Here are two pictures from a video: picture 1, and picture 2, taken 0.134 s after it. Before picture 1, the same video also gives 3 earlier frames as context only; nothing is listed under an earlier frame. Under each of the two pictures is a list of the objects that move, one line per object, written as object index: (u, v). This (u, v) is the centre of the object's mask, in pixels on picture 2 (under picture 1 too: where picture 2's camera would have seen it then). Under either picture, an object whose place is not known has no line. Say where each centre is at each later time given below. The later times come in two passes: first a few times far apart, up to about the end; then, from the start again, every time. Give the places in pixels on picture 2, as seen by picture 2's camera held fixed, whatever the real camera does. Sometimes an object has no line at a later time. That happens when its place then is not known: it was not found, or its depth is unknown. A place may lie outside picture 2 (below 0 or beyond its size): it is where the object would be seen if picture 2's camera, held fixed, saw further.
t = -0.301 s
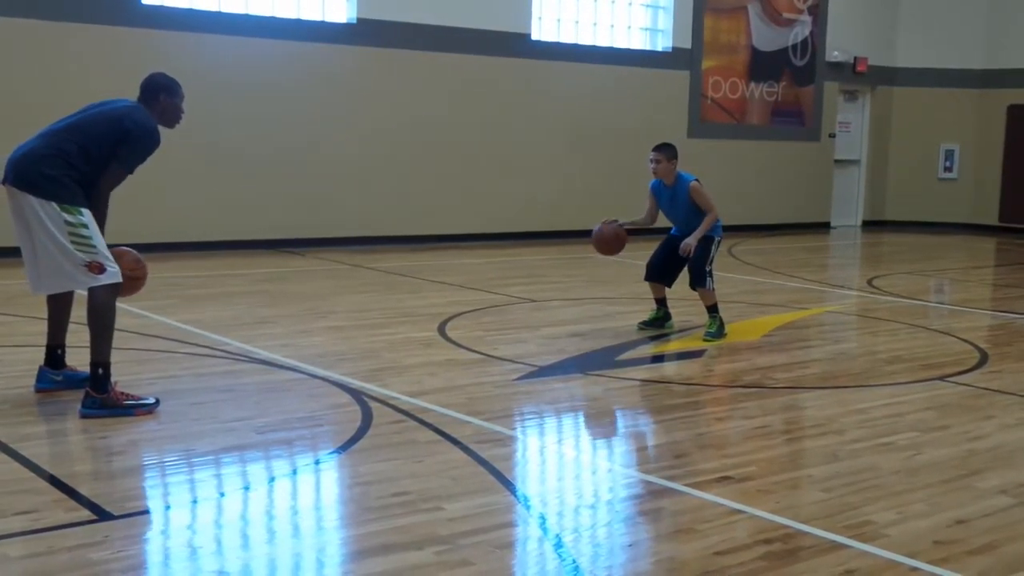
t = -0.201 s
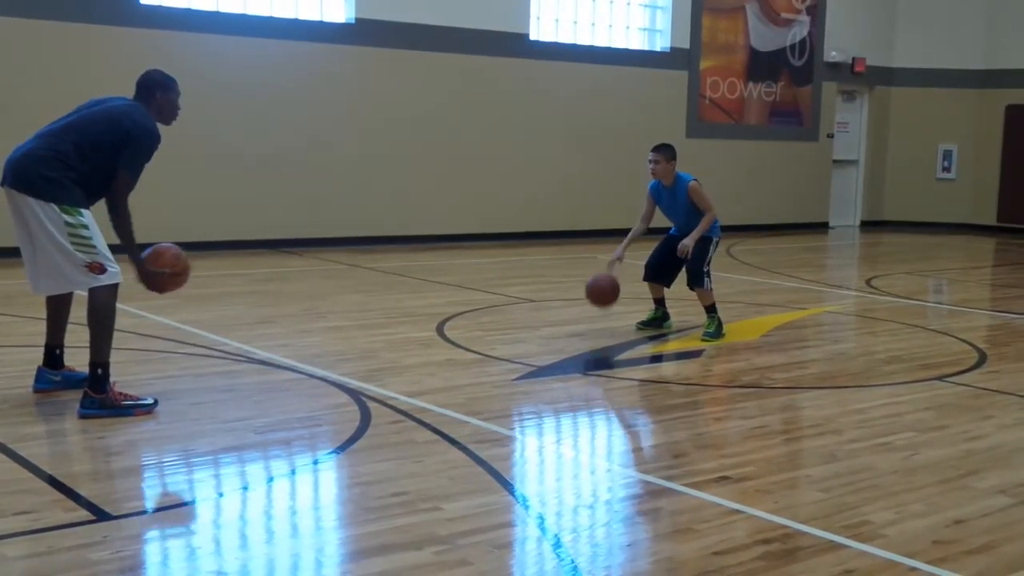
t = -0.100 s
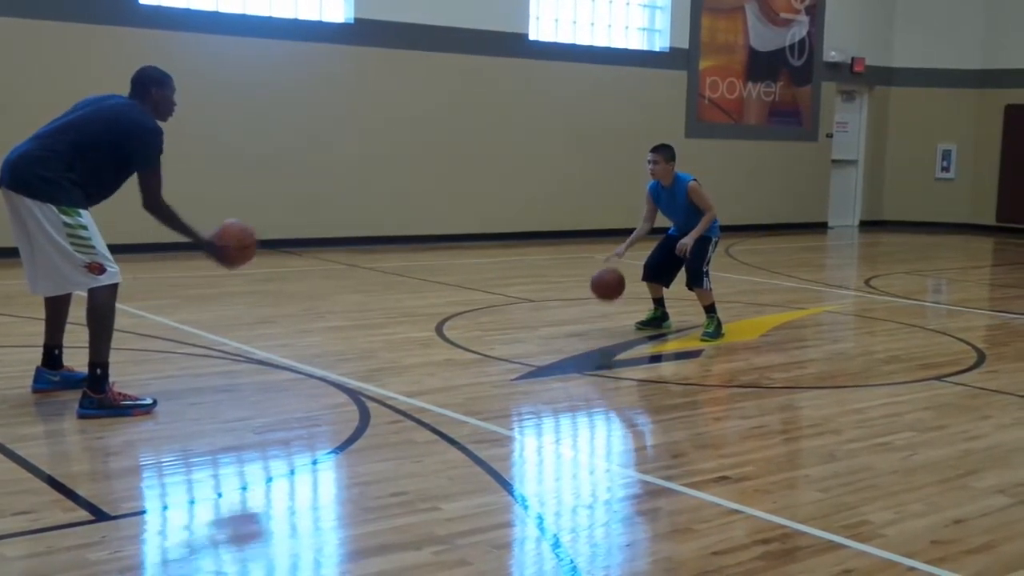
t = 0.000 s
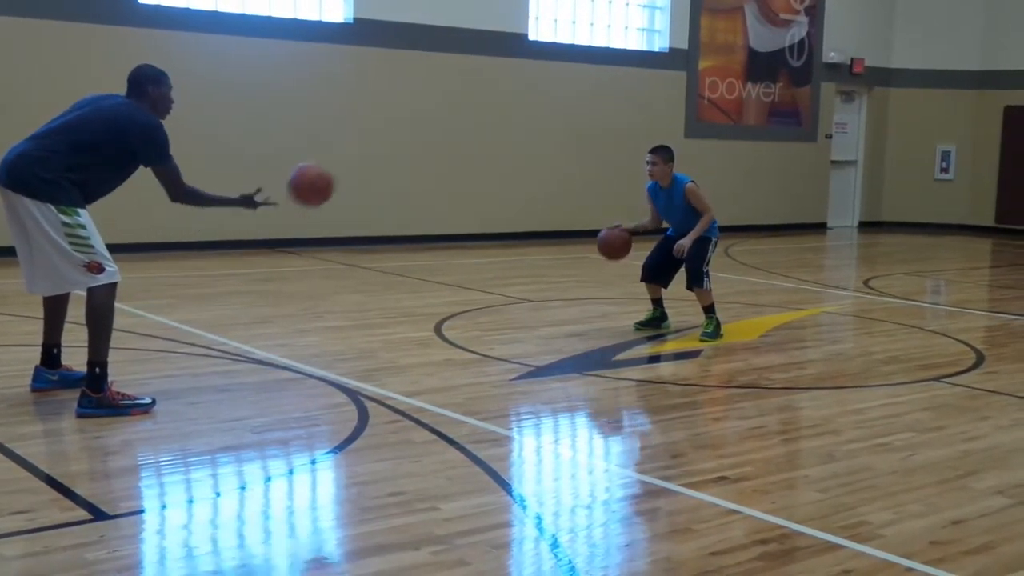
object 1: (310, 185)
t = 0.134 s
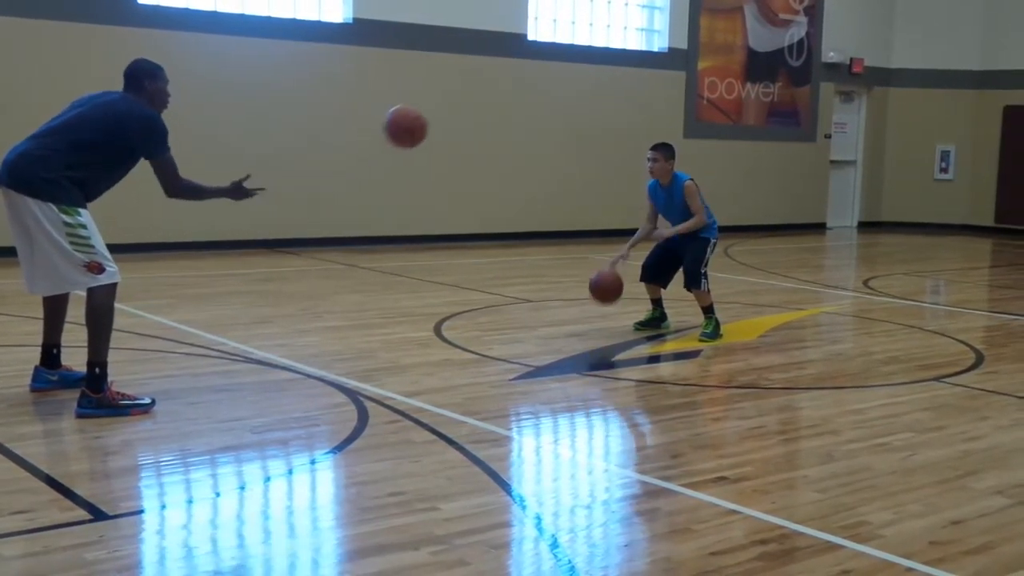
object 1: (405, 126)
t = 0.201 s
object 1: (450, 111)
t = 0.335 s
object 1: (532, 103)
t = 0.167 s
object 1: (428, 118)
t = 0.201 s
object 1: (450, 111)
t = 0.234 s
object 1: (471, 107)
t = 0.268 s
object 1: (491, 103)
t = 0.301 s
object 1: (512, 102)
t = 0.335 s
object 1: (532, 103)
